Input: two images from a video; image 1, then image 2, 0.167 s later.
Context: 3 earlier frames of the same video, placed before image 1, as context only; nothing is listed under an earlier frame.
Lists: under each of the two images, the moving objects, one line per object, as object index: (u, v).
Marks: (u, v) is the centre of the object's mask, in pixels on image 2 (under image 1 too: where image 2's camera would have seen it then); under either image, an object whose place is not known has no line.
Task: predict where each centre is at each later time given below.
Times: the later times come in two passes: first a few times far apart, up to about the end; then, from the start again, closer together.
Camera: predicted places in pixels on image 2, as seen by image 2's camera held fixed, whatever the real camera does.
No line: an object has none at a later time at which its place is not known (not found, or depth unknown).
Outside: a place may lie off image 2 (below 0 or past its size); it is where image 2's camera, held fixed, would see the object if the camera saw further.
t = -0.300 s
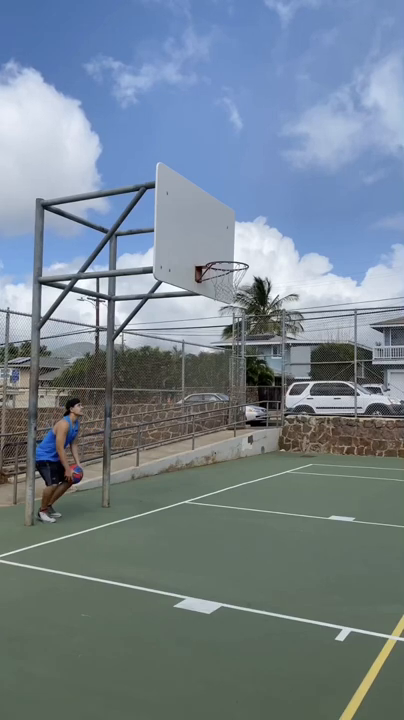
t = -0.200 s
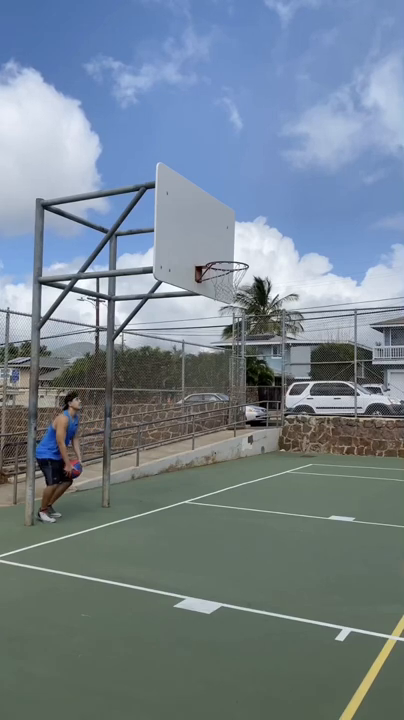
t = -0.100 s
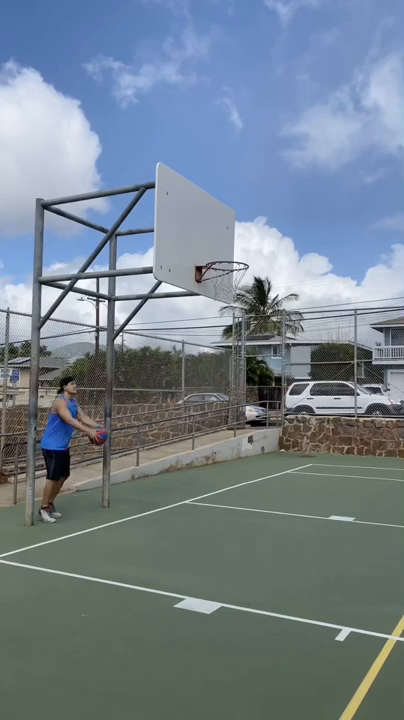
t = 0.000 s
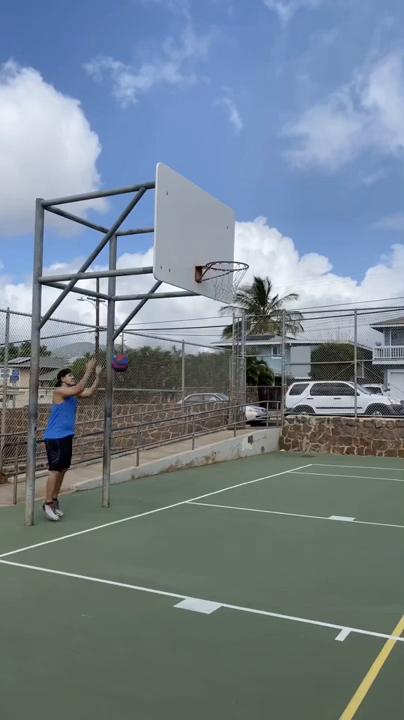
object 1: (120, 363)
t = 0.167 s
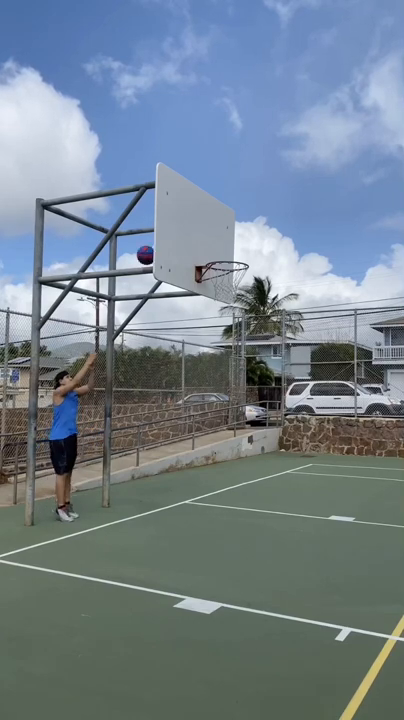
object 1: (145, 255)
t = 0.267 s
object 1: (153, 200)
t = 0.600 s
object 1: (203, 76)
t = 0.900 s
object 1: (238, 35)
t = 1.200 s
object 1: (270, 61)
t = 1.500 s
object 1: (304, 153)
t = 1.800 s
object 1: (341, 321)
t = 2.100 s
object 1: (379, 508)
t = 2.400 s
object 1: (339, 323)
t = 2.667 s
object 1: (306, 232)
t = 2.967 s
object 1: (269, 204)
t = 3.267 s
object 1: (232, 253)
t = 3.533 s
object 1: (213, 313)
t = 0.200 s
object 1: (148, 236)
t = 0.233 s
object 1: (150, 217)
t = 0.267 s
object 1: (153, 200)
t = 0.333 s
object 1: (172, 164)
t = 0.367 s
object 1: (174, 154)
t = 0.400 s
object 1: (178, 141)
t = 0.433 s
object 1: (182, 127)
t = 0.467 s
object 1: (186, 115)
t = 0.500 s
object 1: (191, 104)
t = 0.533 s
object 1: (195, 94)
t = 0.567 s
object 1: (199, 84)
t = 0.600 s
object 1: (203, 76)
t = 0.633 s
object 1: (207, 68)
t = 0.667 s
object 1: (211, 61)
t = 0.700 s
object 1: (215, 55)
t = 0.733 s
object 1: (219, 50)
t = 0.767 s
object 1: (223, 45)
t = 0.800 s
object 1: (227, 42)
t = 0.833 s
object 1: (231, 39)
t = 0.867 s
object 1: (234, 36)
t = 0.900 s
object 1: (238, 35)
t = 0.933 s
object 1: (242, 35)
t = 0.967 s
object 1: (246, 35)
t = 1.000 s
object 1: (249, 36)
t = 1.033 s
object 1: (253, 38)
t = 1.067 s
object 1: (256, 41)
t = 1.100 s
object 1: (260, 45)
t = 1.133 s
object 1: (264, 49)
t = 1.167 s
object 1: (267, 55)
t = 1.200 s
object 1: (270, 61)
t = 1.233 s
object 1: (274, 68)
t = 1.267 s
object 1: (278, 75)
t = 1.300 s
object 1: (282, 84)
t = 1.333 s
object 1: (285, 93)
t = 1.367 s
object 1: (289, 104)
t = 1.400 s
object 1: (293, 115)
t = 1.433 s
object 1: (297, 127)
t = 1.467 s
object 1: (300, 140)
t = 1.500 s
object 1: (304, 153)
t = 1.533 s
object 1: (308, 168)
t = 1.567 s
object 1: (312, 184)
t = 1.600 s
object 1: (316, 201)
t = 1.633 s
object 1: (320, 218)
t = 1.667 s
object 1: (324, 237)
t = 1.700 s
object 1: (328, 257)
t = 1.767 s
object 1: (337, 298)
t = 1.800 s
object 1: (341, 321)
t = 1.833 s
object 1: (346, 344)
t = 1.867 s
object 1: (351, 368)
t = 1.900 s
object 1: (356, 394)
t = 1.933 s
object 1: (362, 422)
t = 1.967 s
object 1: (367, 449)
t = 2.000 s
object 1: (373, 479)
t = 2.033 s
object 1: (378, 509)
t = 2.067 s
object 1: (383, 535)
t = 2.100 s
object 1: (379, 508)
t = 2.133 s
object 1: (374, 483)
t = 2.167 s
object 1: (370, 458)
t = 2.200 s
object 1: (365, 436)
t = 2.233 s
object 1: (361, 414)
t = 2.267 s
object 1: (356, 393)
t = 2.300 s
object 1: (351, 374)
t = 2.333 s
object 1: (347, 356)
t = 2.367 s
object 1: (343, 338)
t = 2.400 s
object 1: (339, 323)
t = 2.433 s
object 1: (335, 308)
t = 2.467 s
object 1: (330, 294)
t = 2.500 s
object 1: (326, 281)
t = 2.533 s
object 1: (322, 269)
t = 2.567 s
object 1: (318, 258)
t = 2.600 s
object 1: (314, 249)
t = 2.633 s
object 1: (310, 240)
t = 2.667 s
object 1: (306, 232)
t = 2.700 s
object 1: (302, 225)
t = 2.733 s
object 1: (297, 219)
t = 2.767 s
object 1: (293, 214)
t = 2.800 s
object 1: (289, 210)
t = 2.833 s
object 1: (285, 207)
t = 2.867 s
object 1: (281, 205)
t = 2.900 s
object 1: (277, 204)
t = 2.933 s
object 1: (273, 204)
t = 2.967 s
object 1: (269, 204)
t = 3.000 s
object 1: (265, 206)
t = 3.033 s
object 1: (261, 209)
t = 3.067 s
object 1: (257, 212)
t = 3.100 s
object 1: (253, 217)
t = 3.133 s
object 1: (248, 222)
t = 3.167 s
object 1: (245, 228)
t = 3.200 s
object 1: (240, 236)
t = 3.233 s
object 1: (236, 244)
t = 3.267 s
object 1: (232, 253)
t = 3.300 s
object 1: (228, 263)
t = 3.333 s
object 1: (224, 274)
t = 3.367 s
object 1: (220, 284)
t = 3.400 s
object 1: (218, 290)
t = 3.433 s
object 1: (217, 295)
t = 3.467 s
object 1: (216, 300)
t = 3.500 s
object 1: (214, 306)
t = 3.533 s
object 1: (213, 313)
